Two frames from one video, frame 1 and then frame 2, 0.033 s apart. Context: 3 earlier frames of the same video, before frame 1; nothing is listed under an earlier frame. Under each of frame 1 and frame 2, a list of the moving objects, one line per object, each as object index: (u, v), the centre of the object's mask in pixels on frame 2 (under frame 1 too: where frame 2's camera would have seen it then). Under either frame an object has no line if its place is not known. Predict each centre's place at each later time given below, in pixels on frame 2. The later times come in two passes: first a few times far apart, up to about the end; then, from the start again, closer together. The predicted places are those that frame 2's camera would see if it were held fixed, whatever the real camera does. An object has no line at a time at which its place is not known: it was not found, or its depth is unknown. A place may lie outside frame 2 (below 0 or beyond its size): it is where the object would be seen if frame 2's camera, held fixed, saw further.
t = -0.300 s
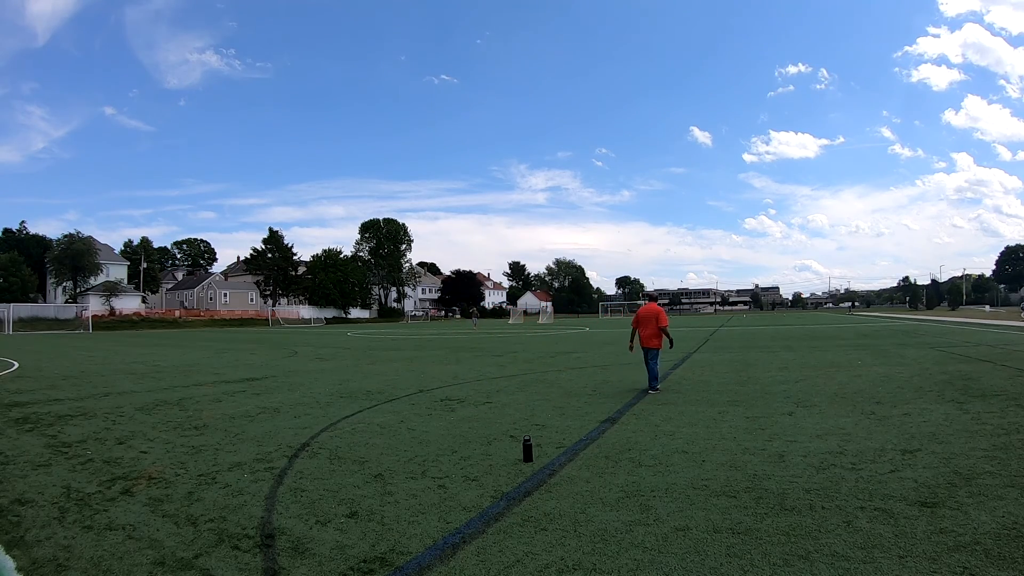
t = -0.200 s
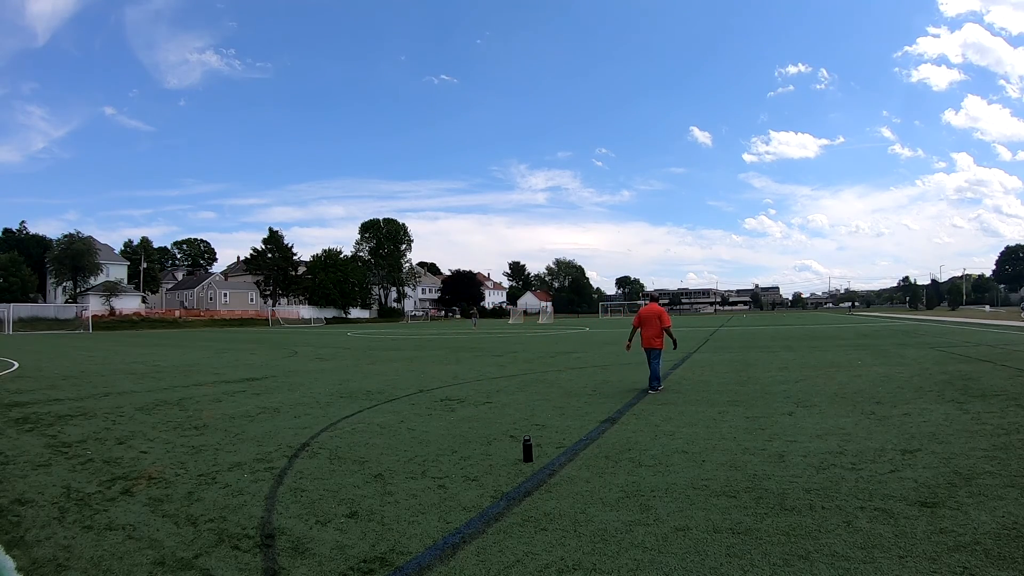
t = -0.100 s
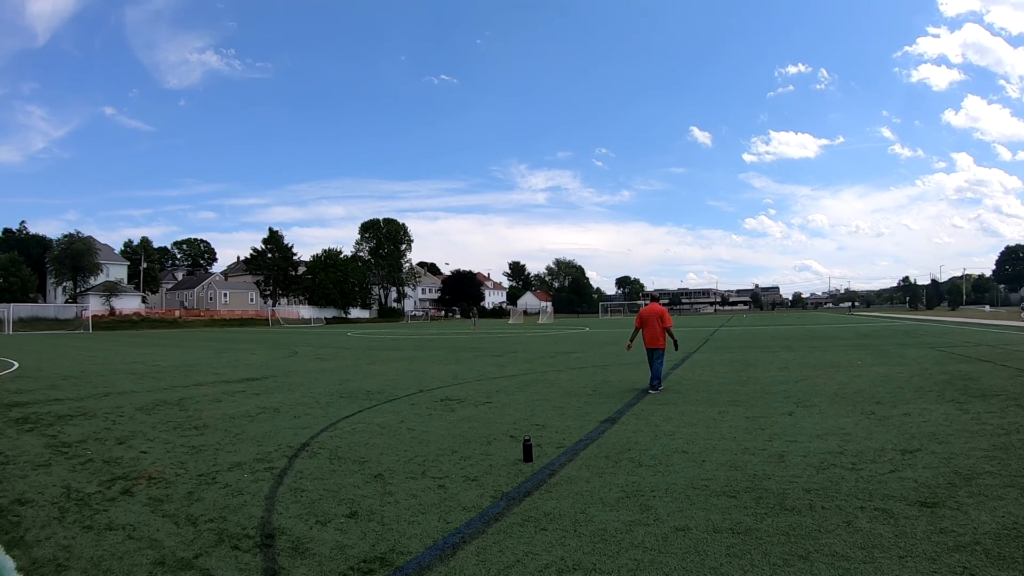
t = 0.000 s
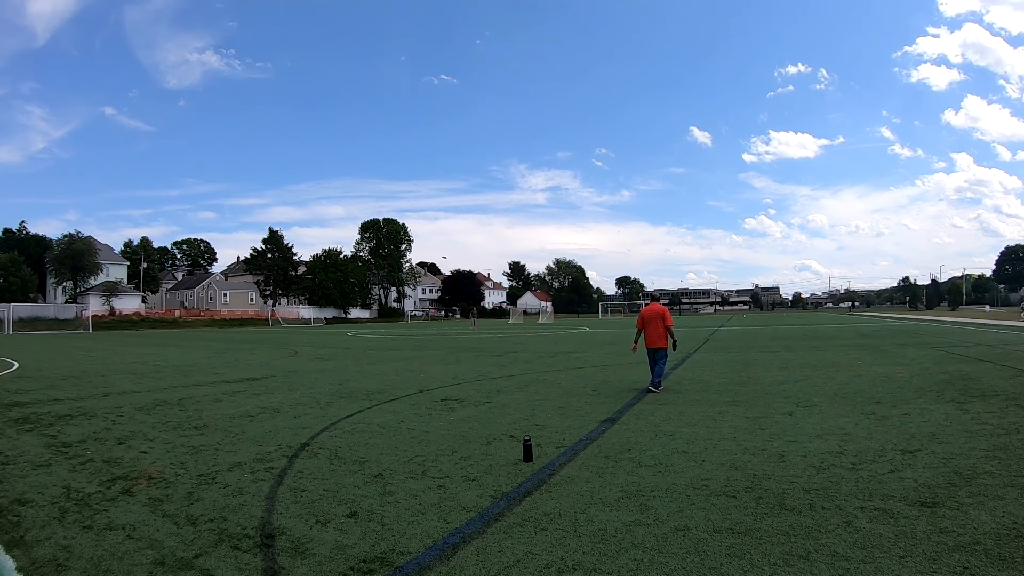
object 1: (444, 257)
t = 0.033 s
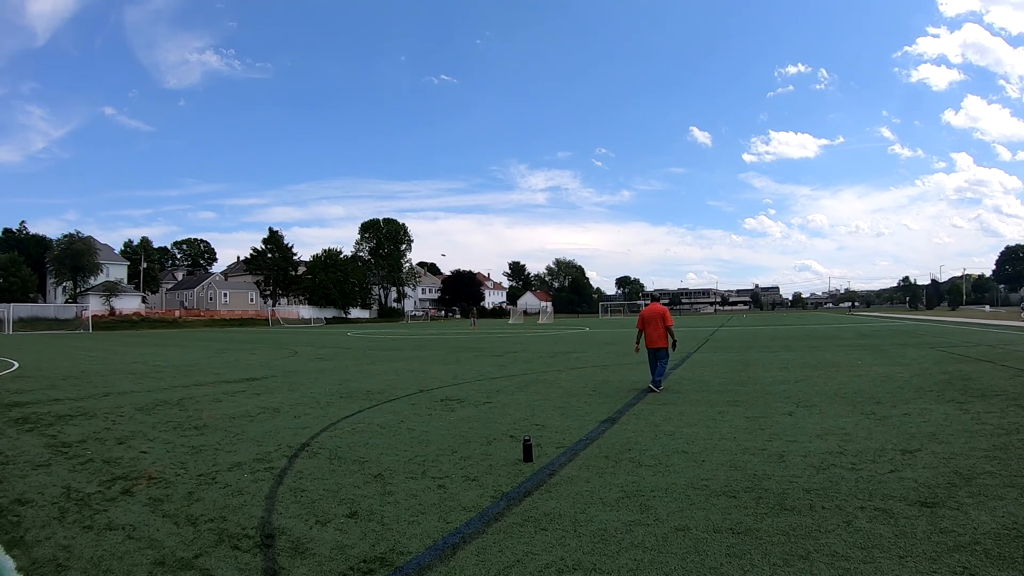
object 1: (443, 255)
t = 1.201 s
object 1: (431, 174)
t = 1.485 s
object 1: (437, 160)
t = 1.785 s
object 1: (452, 154)
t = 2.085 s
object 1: (482, 157)
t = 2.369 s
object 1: (535, 172)
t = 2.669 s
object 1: (626, 207)
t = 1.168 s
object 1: (431, 176)
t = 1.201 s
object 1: (431, 174)
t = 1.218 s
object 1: (431, 173)
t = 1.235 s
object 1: (431, 172)
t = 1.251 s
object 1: (432, 171)
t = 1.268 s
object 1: (432, 170)
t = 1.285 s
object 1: (432, 169)
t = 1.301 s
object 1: (433, 168)
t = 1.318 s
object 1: (433, 168)
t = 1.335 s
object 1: (433, 167)
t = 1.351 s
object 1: (434, 166)
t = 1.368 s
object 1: (434, 165)
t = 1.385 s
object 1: (434, 165)
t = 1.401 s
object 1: (435, 164)
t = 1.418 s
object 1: (435, 163)
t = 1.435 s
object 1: (436, 162)
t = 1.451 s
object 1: (436, 162)
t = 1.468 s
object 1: (437, 161)
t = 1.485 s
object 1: (437, 160)
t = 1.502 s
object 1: (438, 160)
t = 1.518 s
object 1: (438, 159)
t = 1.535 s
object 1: (439, 159)
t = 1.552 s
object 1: (439, 158)
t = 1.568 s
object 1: (440, 158)
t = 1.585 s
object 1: (441, 157)
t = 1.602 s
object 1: (441, 157)
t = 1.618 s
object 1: (442, 157)
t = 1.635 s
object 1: (443, 156)
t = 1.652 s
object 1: (444, 156)
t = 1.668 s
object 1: (444, 155)
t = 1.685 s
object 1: (445, 155)
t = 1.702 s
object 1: (446, 155)
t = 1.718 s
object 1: (447, 155)
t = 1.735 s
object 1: (448, 154)
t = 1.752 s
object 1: (449, 154)
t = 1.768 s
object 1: (450, 154)
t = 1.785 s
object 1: (452, 154)
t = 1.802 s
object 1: (453, 154)
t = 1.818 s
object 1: (454, 154)
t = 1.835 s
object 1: (455, 154)
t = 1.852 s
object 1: (457, 154)
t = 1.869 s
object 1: (458, 153)
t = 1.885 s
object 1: (460, 154)
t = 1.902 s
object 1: (461, 154)
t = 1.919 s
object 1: (463, 154)
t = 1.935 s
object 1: (464, 154)
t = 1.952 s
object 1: (466, 154)
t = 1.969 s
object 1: (468, 154)
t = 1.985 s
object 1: (469, 154)
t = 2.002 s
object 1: (471, 155)
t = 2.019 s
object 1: (473, 155)
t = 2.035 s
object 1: (475, 155)
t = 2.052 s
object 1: (477, 156)
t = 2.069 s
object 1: (480, 156)
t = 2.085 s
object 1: (482, 157)
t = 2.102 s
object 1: (484, 157)
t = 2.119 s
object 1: (487, 158)
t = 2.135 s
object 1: (489, 158)
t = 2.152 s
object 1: (492, 159)
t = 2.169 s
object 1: (494, 160)
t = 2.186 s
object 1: (497, 160)
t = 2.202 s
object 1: (500, 161)
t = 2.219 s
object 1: (503, 162)
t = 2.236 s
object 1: (506, 163)
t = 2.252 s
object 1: (509, 164)
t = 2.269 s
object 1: (513, 165)
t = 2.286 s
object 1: (516, 166)
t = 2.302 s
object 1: (520, 167)
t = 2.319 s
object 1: (523, 168)
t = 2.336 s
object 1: (527, 169)
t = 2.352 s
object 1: (531, 171)
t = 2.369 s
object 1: (535, 172)
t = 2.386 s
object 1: (539, 174)
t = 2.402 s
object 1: (543, 175)
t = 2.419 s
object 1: (547, 177)
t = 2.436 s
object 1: (552, 178)
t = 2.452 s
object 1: (556, 180)
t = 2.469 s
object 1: (561, 182)
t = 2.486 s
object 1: (566, 183)
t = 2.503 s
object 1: (571, 185)
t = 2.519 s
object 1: (576, 187)
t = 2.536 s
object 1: (581, 189)
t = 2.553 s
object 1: (586, 191)
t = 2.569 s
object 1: (592, 193)
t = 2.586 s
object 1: (597, 195)
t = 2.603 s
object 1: (603, 198)
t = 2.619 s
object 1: (609, 200)
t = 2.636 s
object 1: (615, 202)
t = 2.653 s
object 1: (621, 205)
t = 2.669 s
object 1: (626, 207)
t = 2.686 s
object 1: (633, 210)
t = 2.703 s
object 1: (639, 213)
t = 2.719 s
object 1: (645, 216)
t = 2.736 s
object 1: (652, 218)
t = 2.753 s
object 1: (658, 221)
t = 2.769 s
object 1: (665, 225)
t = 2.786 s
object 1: (672, 228)
